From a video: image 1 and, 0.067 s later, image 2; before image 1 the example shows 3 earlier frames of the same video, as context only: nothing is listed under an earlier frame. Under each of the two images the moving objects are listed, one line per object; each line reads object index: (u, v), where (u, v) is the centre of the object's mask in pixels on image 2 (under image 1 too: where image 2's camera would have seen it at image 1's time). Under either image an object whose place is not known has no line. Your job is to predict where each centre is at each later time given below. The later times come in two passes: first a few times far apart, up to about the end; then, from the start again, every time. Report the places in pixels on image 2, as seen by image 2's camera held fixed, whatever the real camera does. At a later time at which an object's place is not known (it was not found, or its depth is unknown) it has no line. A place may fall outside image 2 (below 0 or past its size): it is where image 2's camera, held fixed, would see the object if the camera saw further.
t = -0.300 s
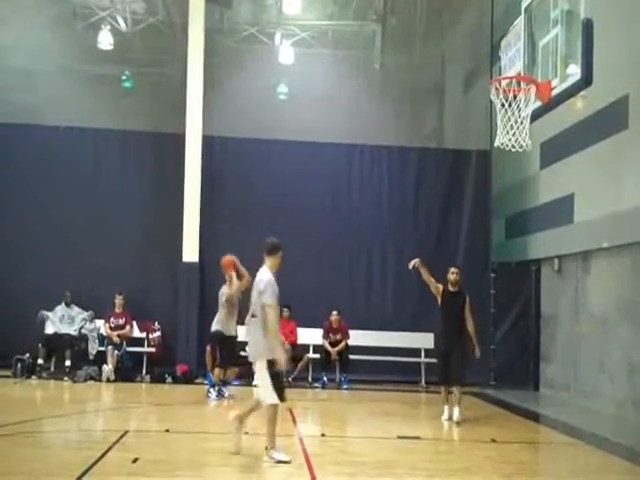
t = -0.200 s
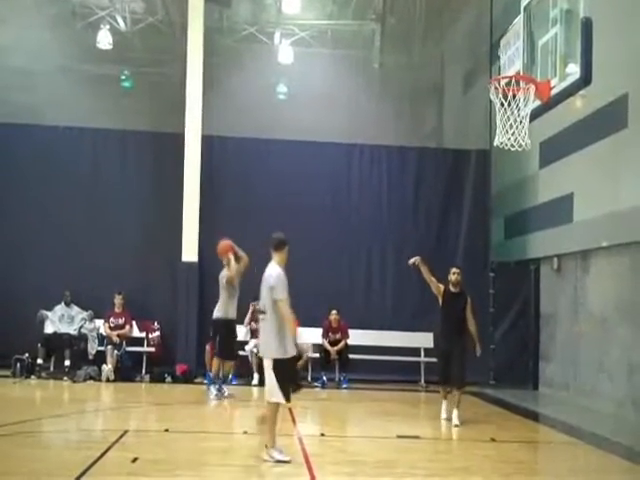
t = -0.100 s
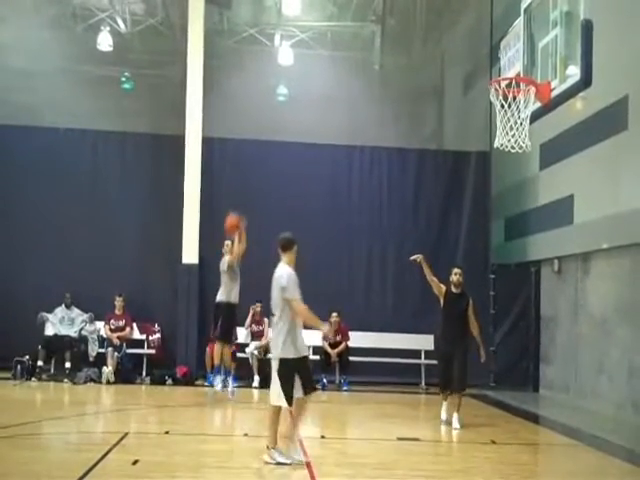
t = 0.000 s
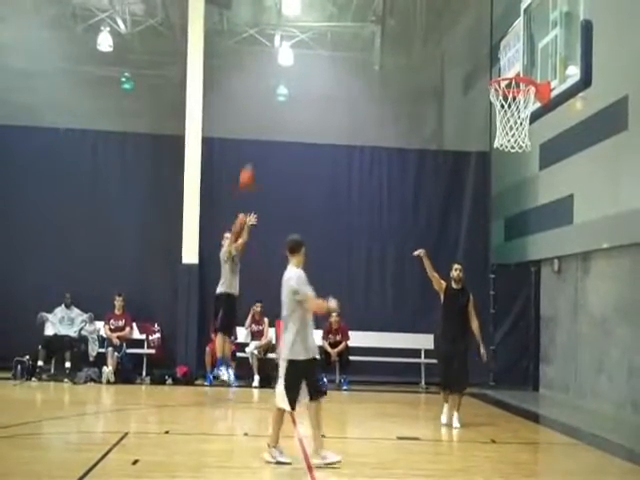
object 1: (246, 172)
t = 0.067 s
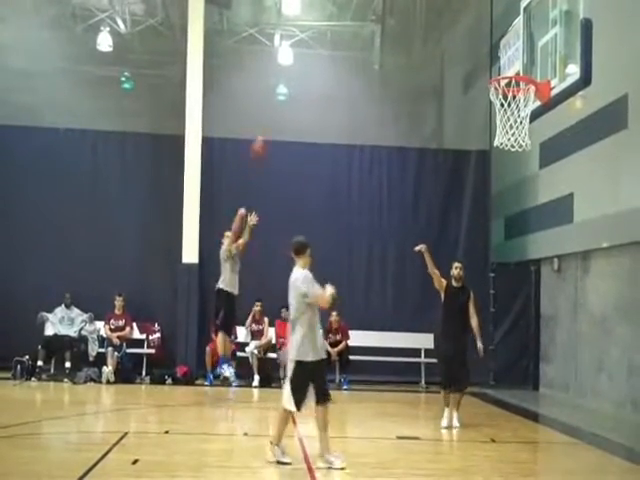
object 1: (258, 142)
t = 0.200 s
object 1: (283, 91)
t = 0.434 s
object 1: (330, 18)
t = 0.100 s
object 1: (263, 129)
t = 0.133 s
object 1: (270, 117)
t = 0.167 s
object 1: (278, 102)
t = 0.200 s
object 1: (283, 91)
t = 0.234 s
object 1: (290, 77)
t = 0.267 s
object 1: (296, 68)
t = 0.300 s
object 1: (303, 55)
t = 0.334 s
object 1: (309, 45)
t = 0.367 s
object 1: (316, 35)
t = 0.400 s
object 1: (323, 27)
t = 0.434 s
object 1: (330, 18)
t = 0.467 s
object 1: (337, 9)
